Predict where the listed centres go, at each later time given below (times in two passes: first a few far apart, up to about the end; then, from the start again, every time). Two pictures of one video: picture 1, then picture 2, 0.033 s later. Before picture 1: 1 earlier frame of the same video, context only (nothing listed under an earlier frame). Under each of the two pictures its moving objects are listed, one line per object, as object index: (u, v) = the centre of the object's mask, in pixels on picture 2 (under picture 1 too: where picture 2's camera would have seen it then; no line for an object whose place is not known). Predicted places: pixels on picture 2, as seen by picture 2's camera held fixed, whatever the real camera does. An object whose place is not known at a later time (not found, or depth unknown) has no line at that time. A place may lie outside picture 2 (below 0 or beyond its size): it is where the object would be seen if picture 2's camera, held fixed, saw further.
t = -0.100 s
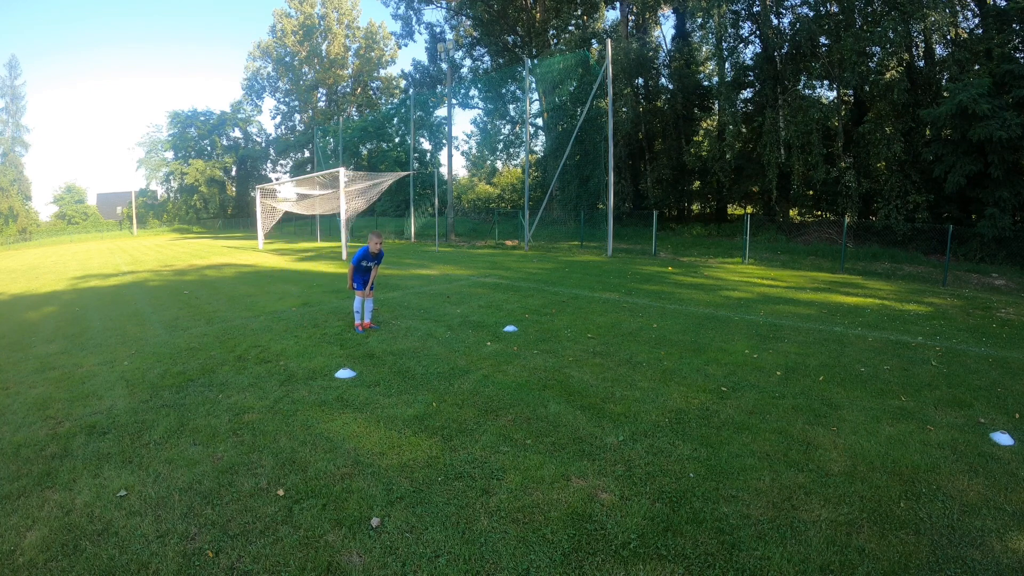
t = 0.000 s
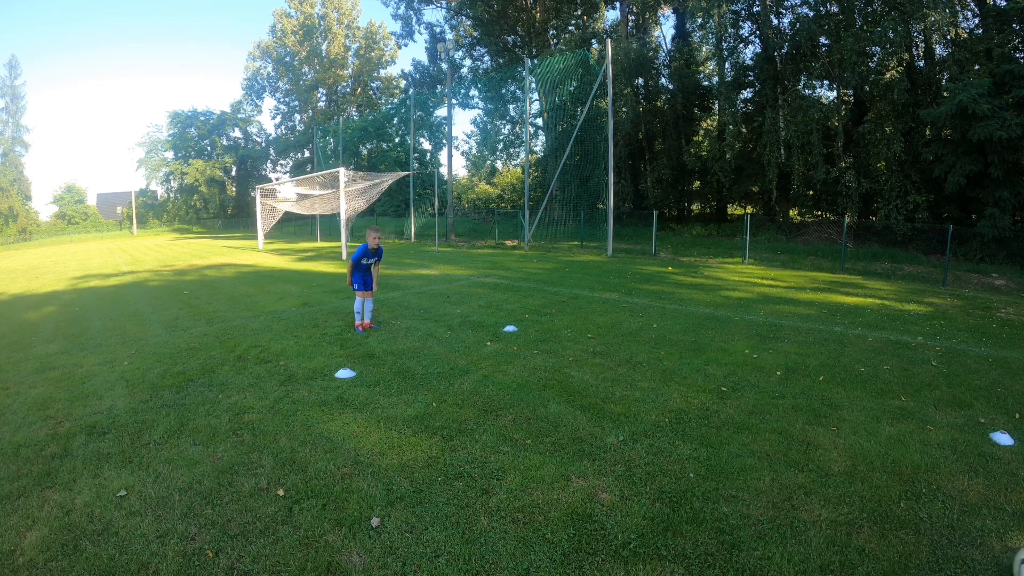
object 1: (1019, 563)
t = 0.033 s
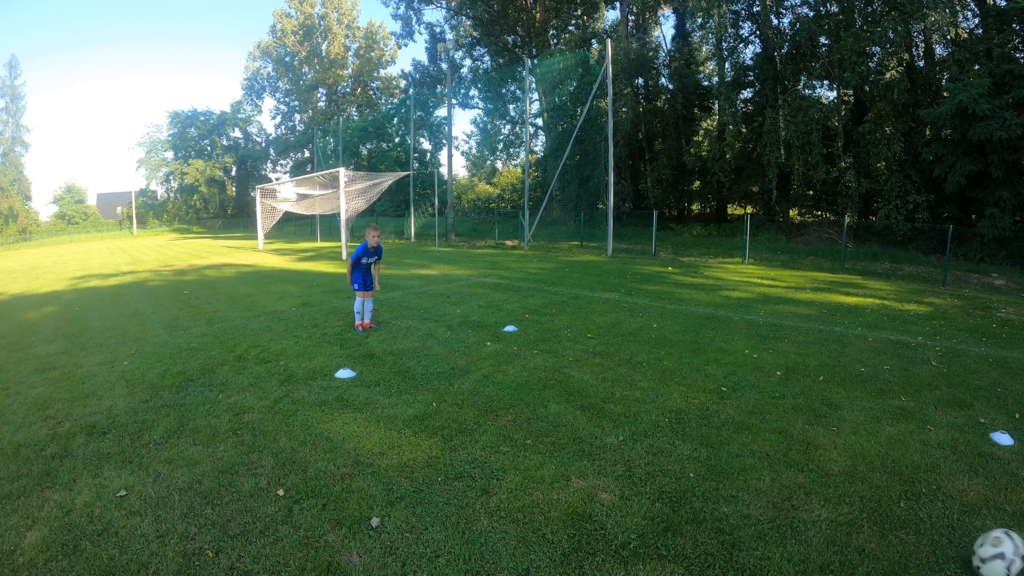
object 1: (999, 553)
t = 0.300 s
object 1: (737, 473)
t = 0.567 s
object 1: (577, 415)
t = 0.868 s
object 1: (472, 370)
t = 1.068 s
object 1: (429, 350)
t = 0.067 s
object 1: (958, 545)
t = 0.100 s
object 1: (918, 535)
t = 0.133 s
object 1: (880, 524)
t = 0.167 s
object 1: (848, 513)
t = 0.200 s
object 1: (818, 502)
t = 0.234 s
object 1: (790, 491)
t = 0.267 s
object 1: (762, 481)
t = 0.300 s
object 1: (737, 473)
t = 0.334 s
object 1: (712, 465)
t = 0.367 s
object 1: (689, 458)
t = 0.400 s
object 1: (667, 449)
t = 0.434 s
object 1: (647, 442)
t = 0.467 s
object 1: (628, 434)
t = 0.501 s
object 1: (610, 427)
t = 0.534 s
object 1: (593, 421)
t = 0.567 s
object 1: (577, 415)
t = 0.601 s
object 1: (563, 409)
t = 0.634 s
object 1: (549, 402)
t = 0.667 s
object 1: (536, 397)
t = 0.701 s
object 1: (523, 392)
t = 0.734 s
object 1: (511, 387)
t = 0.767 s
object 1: (500, 383)
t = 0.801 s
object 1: (490, 379)
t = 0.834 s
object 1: (481, 374)
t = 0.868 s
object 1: (472, 370)
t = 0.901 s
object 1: (463, 367)
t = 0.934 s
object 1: (456, 364)
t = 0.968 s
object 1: (448, 361)
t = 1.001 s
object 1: (441, 357)
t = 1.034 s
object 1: (435, 353)
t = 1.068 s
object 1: (429, 350)
